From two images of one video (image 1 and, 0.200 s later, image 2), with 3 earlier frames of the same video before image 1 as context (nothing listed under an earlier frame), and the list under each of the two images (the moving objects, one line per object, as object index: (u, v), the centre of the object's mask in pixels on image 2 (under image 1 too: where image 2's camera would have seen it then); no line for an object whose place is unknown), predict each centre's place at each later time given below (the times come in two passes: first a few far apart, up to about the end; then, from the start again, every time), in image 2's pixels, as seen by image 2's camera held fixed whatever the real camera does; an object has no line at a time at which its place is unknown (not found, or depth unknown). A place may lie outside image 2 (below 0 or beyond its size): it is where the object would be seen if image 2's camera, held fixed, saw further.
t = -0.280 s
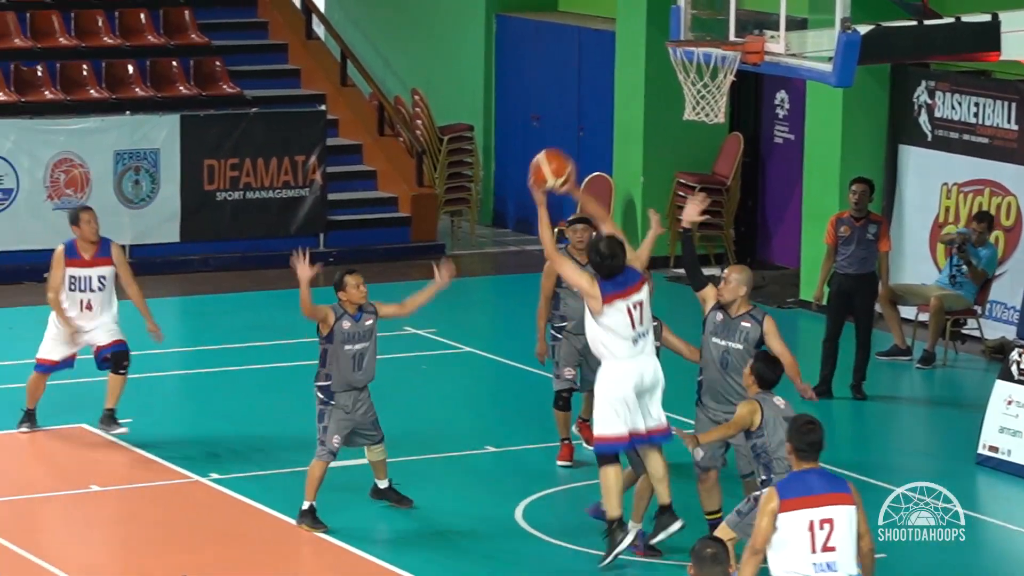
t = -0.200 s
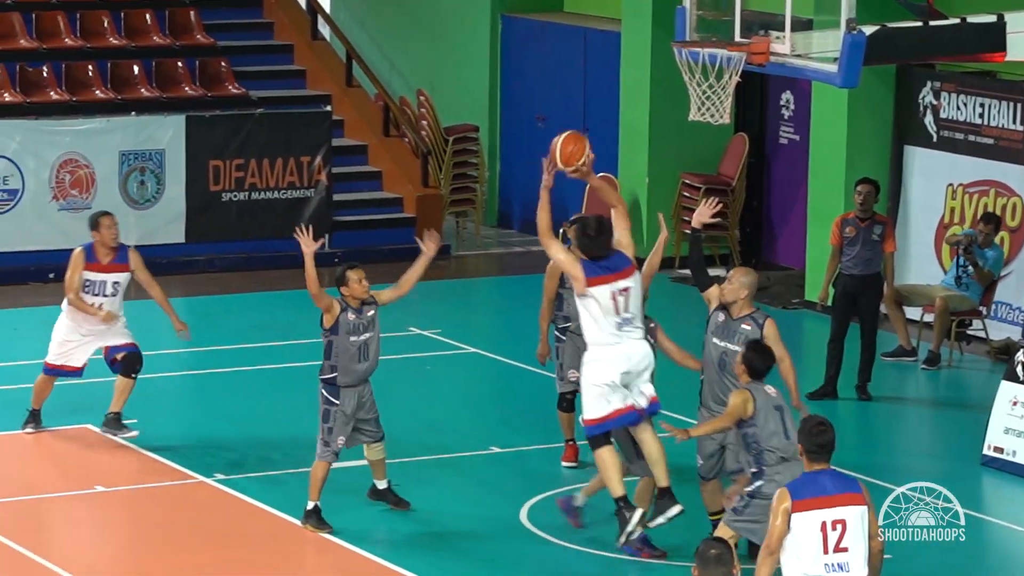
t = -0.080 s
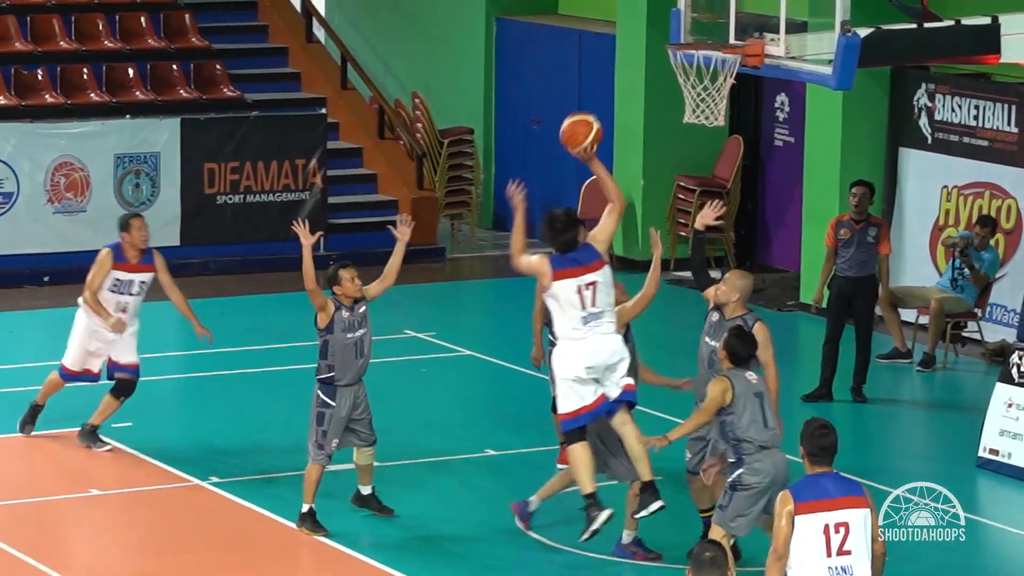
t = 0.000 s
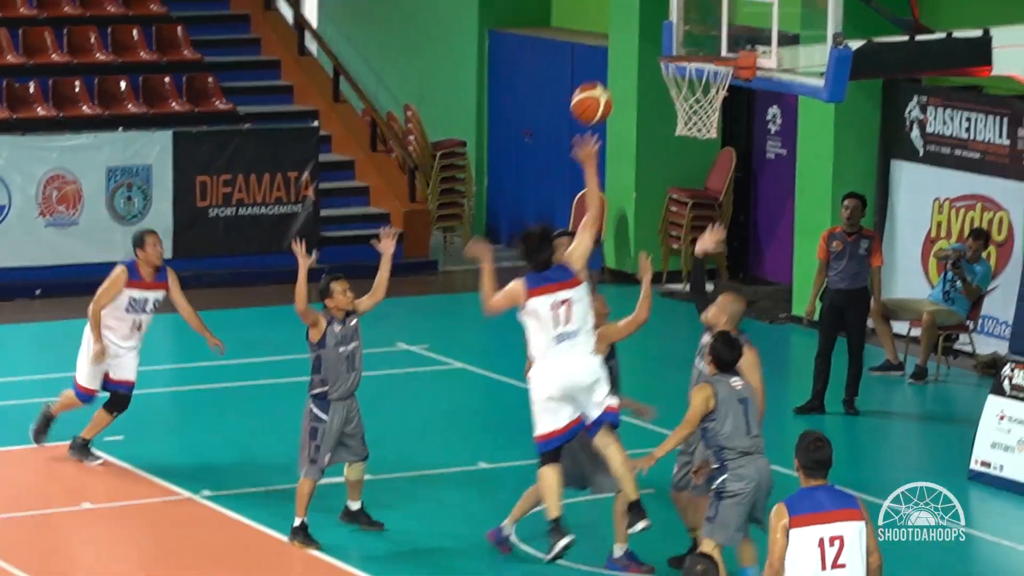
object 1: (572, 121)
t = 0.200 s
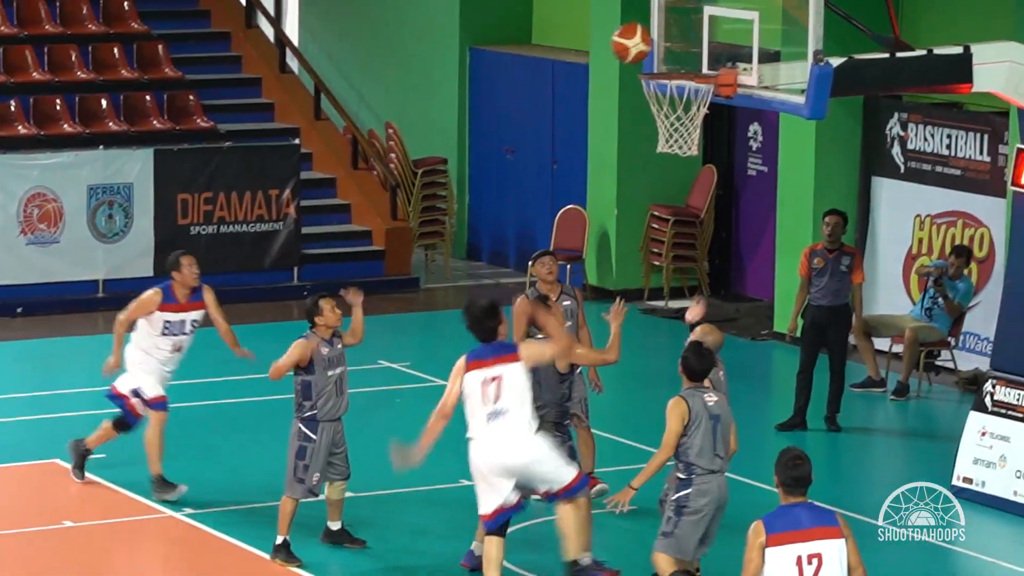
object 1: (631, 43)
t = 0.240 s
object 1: (642, 36)
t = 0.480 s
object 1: (707, 45)
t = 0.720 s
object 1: (728, 77)
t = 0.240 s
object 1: (642, 36)
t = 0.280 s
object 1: (654, 30)
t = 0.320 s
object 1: (665, 28)
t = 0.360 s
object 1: (676, 29)
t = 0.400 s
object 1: (686, 31)
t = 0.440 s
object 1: (697, 37)
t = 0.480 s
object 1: (707, 45)
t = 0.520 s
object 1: (717, 55)
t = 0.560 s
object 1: (729, 63)
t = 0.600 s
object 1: (738, 67)
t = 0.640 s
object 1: (739, 69)
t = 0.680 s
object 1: (732, 74)
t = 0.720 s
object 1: (728, 77)
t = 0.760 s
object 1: (723, 84)
